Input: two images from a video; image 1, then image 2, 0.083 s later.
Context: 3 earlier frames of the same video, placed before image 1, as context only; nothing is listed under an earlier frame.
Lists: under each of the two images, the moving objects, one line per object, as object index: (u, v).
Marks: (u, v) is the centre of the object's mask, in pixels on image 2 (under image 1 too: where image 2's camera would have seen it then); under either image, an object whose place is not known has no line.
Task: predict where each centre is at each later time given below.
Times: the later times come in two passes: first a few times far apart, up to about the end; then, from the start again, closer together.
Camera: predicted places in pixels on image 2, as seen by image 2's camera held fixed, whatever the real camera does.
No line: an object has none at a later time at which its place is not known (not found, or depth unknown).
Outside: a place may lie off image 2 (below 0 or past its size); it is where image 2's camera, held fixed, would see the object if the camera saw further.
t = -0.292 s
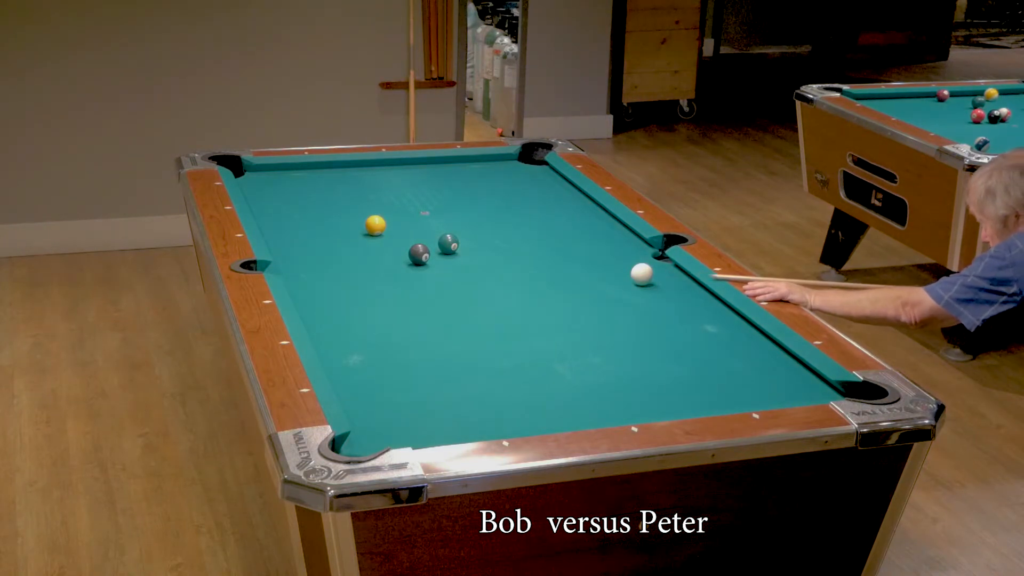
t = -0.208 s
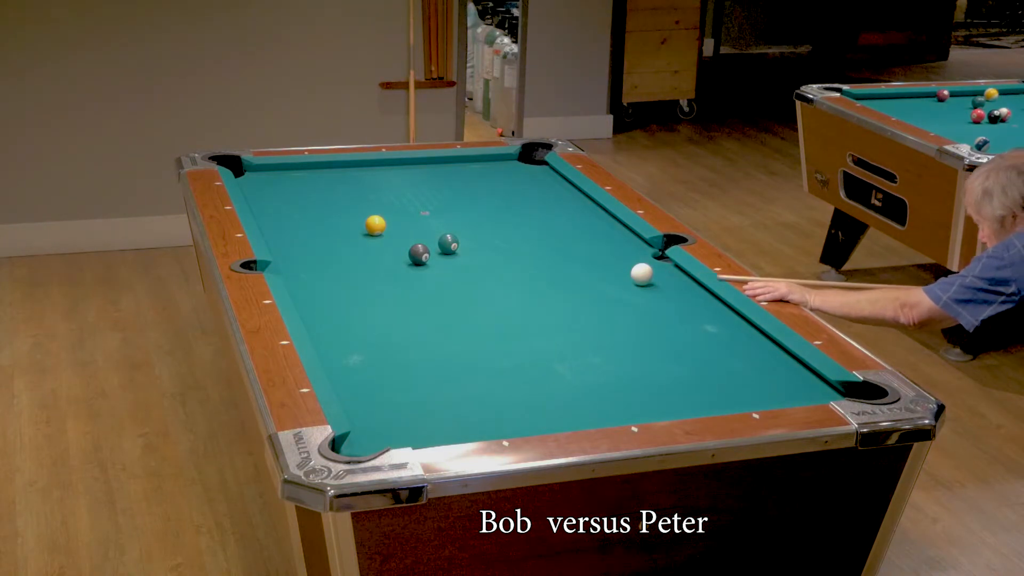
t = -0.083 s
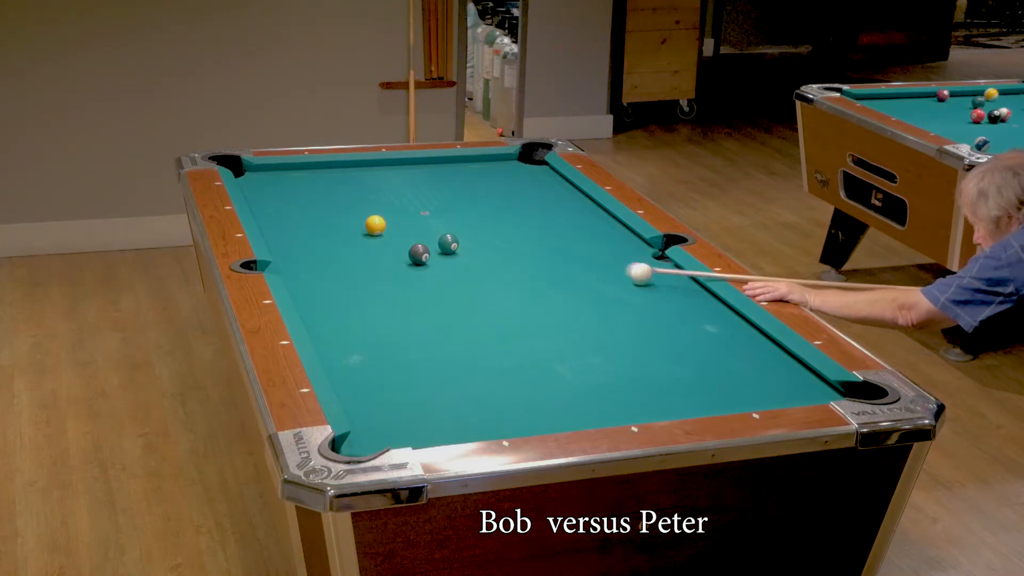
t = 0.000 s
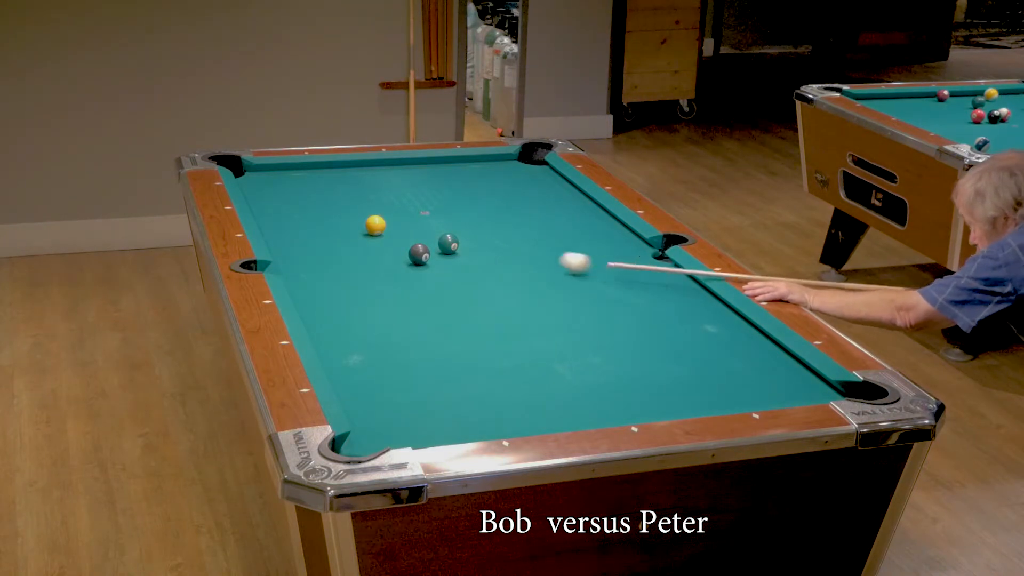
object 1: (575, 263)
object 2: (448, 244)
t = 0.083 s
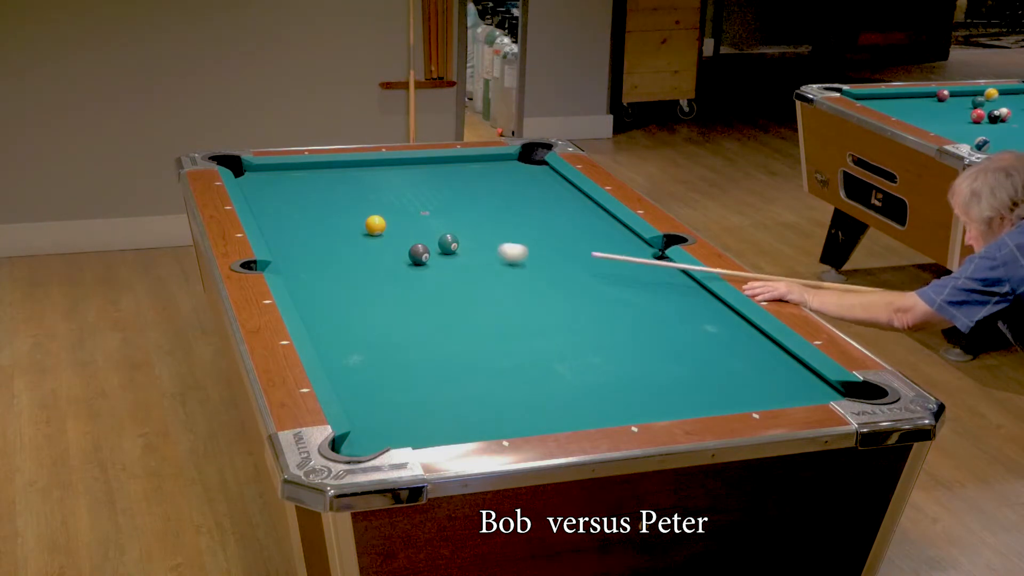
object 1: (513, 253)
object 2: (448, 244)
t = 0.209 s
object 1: (463, 247)
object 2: (410, 236)
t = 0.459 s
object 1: (417, 240)
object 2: (330, 236)
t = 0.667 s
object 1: (376, 241)
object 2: (279, 238)
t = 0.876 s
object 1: (336, 237)
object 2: (298, 239)
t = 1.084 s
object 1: (333, 233)
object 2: (291, 241)
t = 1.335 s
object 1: (338, 227)
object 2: (277, 243)
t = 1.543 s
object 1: (341, 223)
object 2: (278, 243)
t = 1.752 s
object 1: (344, 219)
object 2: (283, 243)
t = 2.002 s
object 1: (347, 216)
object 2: (287, 243)
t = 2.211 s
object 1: (349, 213)
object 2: (288, 243)
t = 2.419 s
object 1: (350, 210)
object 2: (287, 243)
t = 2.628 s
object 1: (352, 208)
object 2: (286, 243)
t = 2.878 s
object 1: (353, 207)
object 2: (286, 243)
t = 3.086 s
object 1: (354, 205)
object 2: (287, 243)
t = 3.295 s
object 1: (354, 205)
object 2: (287, 243)
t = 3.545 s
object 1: (354, 204)
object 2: (287, 243)
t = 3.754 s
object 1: (354, 204)
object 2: (287, 243)
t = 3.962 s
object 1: (353, 204)
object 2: (287, 243)
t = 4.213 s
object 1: (353, 204)
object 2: (287, 243)
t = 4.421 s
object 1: (353, 204)
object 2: (287, 243)
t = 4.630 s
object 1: (353, 204)
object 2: (287, 243)
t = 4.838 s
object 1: (354, 204)
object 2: (287, 243)
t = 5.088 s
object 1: (354, 204)
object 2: (287, 243)
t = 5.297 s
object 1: (354, 204)
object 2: (287, 243)
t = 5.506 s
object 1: (354, 204)
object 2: (287, 243)
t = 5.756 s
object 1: (353, 204)
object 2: (287, 243)
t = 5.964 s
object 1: (353, 204)
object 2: (287, 243)
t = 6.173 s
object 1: (353, 204)
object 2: (287, 243)
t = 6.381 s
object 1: (353, 204)
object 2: (287, 243)
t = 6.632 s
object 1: (353, 204)
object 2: (287, 243)
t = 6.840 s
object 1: (353, 204)
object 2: (287, 243)
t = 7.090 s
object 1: (356, 200)
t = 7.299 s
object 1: (353, 204)
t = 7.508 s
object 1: (354, 204)
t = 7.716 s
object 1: (353, 204)
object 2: (286, 243)
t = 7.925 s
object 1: (353, 204)
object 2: (287, 243)
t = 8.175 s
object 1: (353, 204)
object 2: (287, 243)
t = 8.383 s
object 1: (353, 204)
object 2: (287, 243)
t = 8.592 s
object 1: (353, 204)
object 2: (286, 243)
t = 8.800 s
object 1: (353, 204)
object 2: (287, 243)
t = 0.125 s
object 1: (483, 248)
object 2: (448, 244)
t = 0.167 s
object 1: (466, 247)
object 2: (437, 241)
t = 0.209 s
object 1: (463, 247)
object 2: (410, 236)
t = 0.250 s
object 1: (458, 247)
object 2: (388, 233)
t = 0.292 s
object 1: (452, 247)
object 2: (373, 233)
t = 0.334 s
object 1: (444, 246)
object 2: (362, 233)
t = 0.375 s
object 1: (436, 245)
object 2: (351, 233)
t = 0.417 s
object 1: (428, 242)
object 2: (341, 234)
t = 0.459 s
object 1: (417, 240)
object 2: (330, 236)
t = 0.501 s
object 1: (408, 242)
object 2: (321, 236)
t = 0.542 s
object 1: (401, 243)
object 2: (310, 237)
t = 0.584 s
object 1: (392, 242)
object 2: (299, 238)
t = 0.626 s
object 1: (384, 242)
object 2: (289, 238)
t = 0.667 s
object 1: (376, 241)
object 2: (279, 238)
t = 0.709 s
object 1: (368, 240)
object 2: (274, 239)
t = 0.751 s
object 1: (360, 240)
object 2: (280, 239)
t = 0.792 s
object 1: (352, 239)
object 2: (286, 239)
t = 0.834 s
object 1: (344, 238)
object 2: (292, 239)
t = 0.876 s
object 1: (336, 237)
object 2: (298, 239)
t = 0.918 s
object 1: (329, 237)
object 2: (303, 239)
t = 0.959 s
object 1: (329, 236)
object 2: (301, 240)
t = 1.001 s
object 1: (331, 235)
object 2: (297, 240)
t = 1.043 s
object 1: (332, 234)
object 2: (294, 241)
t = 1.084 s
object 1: (333, 233)
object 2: (291, 241)
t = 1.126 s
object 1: (333, 232)
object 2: (289, 241)
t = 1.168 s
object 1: (334, 231)
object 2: (286, 242)
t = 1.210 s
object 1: (335, 230)
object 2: (284, 242)
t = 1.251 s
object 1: (336, 229)
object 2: (282, 243)
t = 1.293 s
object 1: (337, 228)
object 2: (279, 243)
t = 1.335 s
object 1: (338, 227)
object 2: (277, 243)
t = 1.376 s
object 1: (338, 226)
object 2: (276, 243)
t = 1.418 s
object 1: (339, 226)
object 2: (275, 243)
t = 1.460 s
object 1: (340, 225)
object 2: (277, 243)
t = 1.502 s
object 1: (340, 224)
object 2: (277, 243)
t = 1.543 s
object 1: (341, 223)
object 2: (278, 243)
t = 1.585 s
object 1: (342, 222)
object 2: (279, 243)
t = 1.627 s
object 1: (342, 222)
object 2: (280, 243)
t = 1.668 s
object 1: (343, 221)
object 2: (281, 243)
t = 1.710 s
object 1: (343, 220)
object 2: (282, 243)
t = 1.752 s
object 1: (344, 219)
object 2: (283, 243)
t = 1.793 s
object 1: (345, 219)
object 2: (284, 243)
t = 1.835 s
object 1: (345, 218)
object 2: (284, 243)
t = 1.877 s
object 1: (346, 217)
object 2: (285, 243)
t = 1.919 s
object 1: (346, 217)
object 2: (286, 243)
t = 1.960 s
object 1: (346, 216)
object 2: (286, 243)
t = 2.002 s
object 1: (347, 216)
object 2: (287, 243)
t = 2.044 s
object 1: (347, 215)
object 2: (287, 243)
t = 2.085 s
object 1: (348, 214)
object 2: (287, 243)
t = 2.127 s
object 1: (348, 214)
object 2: (287, 243)
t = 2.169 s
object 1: (349, 213)
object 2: (287, 243)
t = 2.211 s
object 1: (349, 213)
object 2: (288, 243)
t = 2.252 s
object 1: (349, 212)
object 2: (287, 243)
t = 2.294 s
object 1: (350, 211)
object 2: (287, 243)
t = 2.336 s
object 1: (350, 211)
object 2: (287, 243)
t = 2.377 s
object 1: (350, 211)
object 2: (287, 243)
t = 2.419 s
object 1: (350, 210)
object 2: (287, 243)
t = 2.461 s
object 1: (351, 210)
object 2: (287, 243)
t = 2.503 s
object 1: (351, 209)
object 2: (287, 243)
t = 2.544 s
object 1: (351, 209)
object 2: (287, 243)
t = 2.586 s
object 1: (352, 208)
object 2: (287, 243)
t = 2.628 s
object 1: (352, 208)
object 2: (286, 243)
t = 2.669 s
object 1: (352, 208)
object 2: (286, 243)
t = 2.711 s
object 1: (352, 208)
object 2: (286, 243)
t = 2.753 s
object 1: (352, 207)
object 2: (286, 243)
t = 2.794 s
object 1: (353, 207)
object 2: (287, 243)
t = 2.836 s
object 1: (353, 207)
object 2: (286, 243)
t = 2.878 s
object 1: (353, 207)
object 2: (286, 243)
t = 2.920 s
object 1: (353, 206)
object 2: (286, 243)
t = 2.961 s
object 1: (353, 206)
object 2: (287, 243)
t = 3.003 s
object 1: (353, 206)
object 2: (286, 243)
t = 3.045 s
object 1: (354, 206)
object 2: (287, 243)
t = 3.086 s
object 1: (354, 205)
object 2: (287, 243)
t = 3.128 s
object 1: (354, 205)
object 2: (287, 243)
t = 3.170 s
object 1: (354, 205)
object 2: (287, 243)
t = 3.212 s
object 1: (354, 205)
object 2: (287, 243)
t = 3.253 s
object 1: (354, 205)
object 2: (287, 243)
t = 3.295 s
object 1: (354, 205)
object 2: (287, 243)
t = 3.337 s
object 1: (354, 205)
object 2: (287, 243)
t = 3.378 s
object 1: (354, 205)
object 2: (287, 243)
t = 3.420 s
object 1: (354, 205)
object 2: (287, 243)
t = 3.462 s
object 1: (354, 204)
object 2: (287, 243)
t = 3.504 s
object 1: (354, 204)
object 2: (287, 243)
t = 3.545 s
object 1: (354, 204)
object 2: (287, 243)
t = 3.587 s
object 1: (354, 204)
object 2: (287, 243)
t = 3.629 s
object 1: (354, 204)
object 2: (287, 243)
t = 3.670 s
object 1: (354, 204)
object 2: (287, 243)
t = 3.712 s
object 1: (354, 204)
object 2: (287, 243)
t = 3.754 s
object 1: (354, 204)
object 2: (287, 243)
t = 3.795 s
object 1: (354, 204)
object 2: (287, 243)
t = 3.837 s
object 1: (354, 204)
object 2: (287, 243)
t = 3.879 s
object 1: (353, 204)
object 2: (287, 243)
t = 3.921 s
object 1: (354, 204)
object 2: (287, 243)
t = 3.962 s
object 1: (353, 204)
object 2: (287, 243)
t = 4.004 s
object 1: (353, 204)
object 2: (287, 243)
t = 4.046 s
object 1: (353, 204)
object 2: (287, 243)
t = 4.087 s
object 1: (353, 204)
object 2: (287, 243)
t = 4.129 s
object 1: (353, 204)
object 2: (287, 243)
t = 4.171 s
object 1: (353, 204)
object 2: (287, 243)
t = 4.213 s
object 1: (353, 204)
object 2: (287, 243)
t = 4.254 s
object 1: (353, 204)
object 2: (287, 243)
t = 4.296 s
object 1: (353, 204)
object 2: (287, 243)
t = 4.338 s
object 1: (353, 204)
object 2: (287, 243)
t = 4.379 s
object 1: (353, 204)
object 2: (287, 243)
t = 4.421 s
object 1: (353, 204)
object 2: (287, 243)
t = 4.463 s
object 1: (353, 204)
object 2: (287, 243)
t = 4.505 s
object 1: (354, 204)
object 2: (287, 243)
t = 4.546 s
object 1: (353, 204)
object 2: (287, 243)
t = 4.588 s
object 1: (354, 204)
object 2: (287, 243)
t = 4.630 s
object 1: (353, 204)
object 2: (287, 243)
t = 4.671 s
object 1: (353, 204)
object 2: (287, 243)
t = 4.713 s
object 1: (353, 204)
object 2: (287, 243)
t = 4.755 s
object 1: (354, 204)
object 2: (287, 243)
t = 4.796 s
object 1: (353, 204)
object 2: (287, 243)
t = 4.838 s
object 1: (354, 204)
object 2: (287, 243)
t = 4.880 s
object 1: (354, 204)
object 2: (287, 243)
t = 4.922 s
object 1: (354, 204)
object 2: (287, 243)
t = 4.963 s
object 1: (353, 204)
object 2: (287, 243)
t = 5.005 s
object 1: (353, 204)
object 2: (287, 243)
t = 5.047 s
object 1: (354, 204)
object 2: (287, 243)
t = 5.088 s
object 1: (354, 204)
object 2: (287, 243)
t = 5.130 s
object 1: (354, 204)
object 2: (287, 243)
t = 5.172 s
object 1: (353, 204)
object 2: (287, 243)
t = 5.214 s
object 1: (353, 204)
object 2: (287, 243)
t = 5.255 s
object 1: (354, 204)
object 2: (287, 243)
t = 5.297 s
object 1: (354, 204)
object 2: (287, 243)
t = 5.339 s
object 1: (354, 204)
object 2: (287, 243)
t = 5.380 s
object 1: (354, 204)
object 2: (287, 243)
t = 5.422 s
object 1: (354, 204)
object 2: (287, 243)
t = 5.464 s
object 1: (354, 204)
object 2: (287, 243)
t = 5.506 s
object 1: (354, 204)
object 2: (287, 243)
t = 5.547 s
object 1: (353, 204)
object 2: (287, 243)
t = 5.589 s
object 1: (353, 204)
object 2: (287, 243)
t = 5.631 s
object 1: (353, 204)
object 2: (287, 243)
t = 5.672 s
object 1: (353, 204)
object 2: (287, 243)
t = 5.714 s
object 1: (353, 204)
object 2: (287, 243)
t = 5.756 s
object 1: (353, 204)
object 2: (287, 243)
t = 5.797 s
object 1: (353, 204)
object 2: (287, 243)
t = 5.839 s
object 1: (353, 204)
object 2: (287, 243)
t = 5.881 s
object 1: (353, 204)
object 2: (287, 243)
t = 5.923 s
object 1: (353, 204)
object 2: (287, 243)
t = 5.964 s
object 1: (353, 204)
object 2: (287, 243)
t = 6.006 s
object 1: (353, 204)
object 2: (287, 243)
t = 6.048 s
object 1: (353, 204)
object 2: (287, 243)
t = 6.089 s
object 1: (353, 204)
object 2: (287, 243)
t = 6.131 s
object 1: (353, 204)
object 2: (287, 243)
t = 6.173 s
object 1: (353, 204)
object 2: (287, 243)
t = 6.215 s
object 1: (353, 204)
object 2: (287, 243)
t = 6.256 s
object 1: (353, 204)
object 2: (287, 243)
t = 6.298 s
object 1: (354, 204)
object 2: (287, 243)
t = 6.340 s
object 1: (353, 204)
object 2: (287, 243)
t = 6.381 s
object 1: (353, 204)
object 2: (287, 243)
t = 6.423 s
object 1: (353, 204)
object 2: (287, 243)
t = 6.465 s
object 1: (353, 204)
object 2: (287, 243)
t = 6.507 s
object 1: (353, 204)
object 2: (287, 243)
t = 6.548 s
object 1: (353, 204)
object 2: (287, 243)
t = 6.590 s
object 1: (353, 204)
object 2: (287, 243)
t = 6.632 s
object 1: (353, 204)
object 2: (287, 243)
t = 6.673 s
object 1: (353, 204)
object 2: (287, 243)
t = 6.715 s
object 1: (353, 204)
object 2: (287, 243)
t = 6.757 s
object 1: (354, 204)
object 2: (287, 243)
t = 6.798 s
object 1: (353, 204)
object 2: (287, 243)
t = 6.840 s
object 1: (353, 204)
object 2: (287, 243)
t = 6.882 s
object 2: (287, 243)
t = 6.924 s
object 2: (287, 243)
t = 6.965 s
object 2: (287, 243)
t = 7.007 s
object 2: (283, 244)
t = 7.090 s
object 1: (356, 200)
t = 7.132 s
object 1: (354, 202)
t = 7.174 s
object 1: (354, 203)
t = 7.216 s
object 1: (353, 204)
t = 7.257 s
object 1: (353, 204)
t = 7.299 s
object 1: (353, 204)
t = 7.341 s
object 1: (353, 204)
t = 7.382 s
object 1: (354, 204)
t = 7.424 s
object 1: (354, 204)
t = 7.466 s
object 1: (354, 204)
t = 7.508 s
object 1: (354, 204)
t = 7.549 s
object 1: (353, 204)
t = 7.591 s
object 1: (353, 204)
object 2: (292, 241)
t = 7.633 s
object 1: (353, 204)
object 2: (288, 242)
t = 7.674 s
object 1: (353, 204)
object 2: (287, 243)
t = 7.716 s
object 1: (353, 204)
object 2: (286, 243)
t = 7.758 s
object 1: (353, 204)
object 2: (287, 243)
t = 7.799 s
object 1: (353, 204)
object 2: (287, 243)
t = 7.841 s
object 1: (353, 204)
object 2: (287, 243)
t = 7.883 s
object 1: (353, 204)
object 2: (287, 243)
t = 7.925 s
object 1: (353, 204)
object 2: (287, 243)
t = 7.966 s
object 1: (353, 204)
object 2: (287, 243)
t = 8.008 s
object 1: (353, 204)
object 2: (287, 243)
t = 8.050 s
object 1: (353, 204)
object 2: (287, 243)
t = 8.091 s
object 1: (353, 204)
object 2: (287, 243)
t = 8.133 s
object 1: (353, 204)
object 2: (287, 243)
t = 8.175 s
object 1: (353, 204)
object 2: (287, 243)
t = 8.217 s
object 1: (353, 204)
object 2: (287, 243)
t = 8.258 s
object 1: (353, 204)
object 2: (287, 243)
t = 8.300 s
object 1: (353, 204)
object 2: (287, 243)
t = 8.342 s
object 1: (353, 204)
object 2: (287, 243)
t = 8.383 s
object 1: (353, 204)
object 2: (287, 243)
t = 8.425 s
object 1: (353, 204)
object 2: (287, 243)
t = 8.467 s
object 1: (353, 204)
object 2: (287, 243)
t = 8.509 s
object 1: (353, 204)
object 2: (287, 243)
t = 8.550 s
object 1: (351, 204)
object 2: (287, 243)
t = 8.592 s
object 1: (353, 204)
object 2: (286, 243)
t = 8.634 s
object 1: (353, 204)
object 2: (287, 243)
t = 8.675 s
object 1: (353, 204)
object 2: (280, 244)
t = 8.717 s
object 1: (353, 204)
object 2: (287, 243)
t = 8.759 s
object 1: (353, 204)
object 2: (287, 243)
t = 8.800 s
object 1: (353, 204)
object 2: (287, 243)
